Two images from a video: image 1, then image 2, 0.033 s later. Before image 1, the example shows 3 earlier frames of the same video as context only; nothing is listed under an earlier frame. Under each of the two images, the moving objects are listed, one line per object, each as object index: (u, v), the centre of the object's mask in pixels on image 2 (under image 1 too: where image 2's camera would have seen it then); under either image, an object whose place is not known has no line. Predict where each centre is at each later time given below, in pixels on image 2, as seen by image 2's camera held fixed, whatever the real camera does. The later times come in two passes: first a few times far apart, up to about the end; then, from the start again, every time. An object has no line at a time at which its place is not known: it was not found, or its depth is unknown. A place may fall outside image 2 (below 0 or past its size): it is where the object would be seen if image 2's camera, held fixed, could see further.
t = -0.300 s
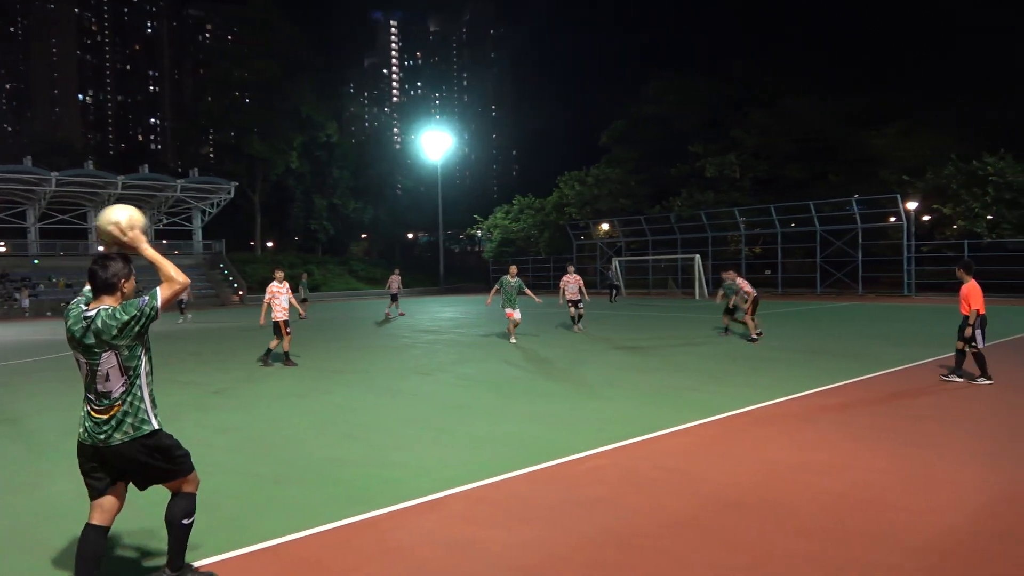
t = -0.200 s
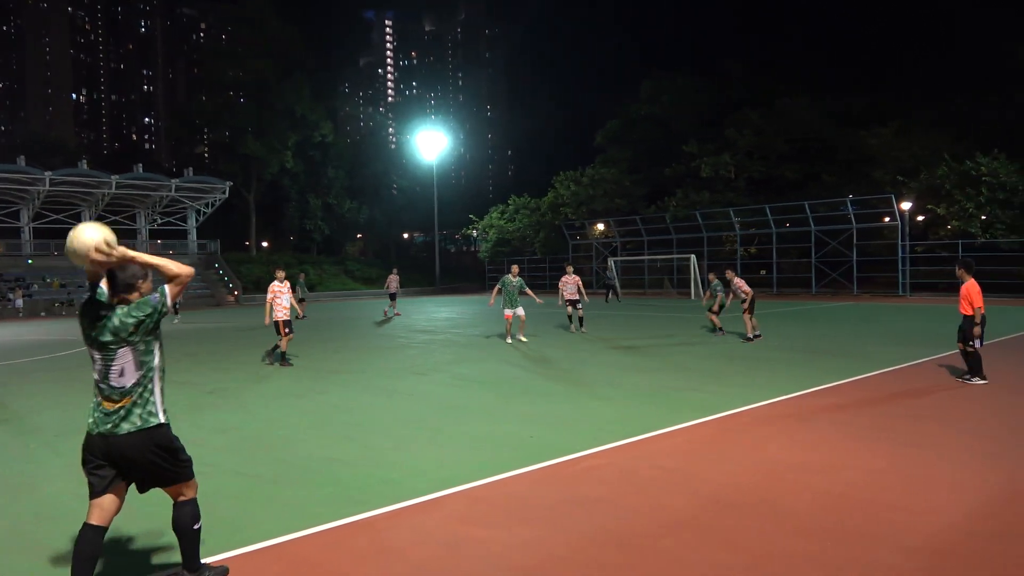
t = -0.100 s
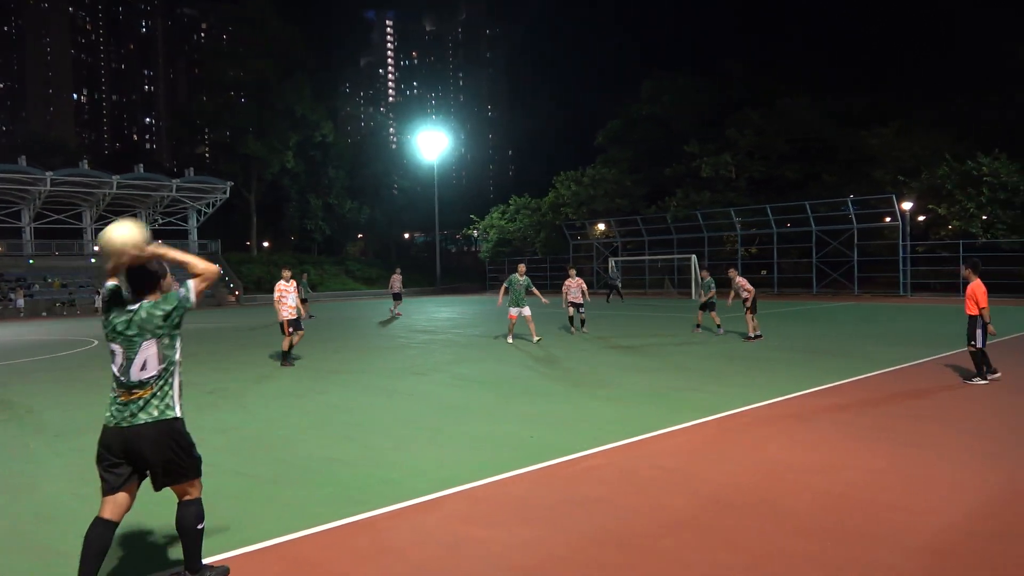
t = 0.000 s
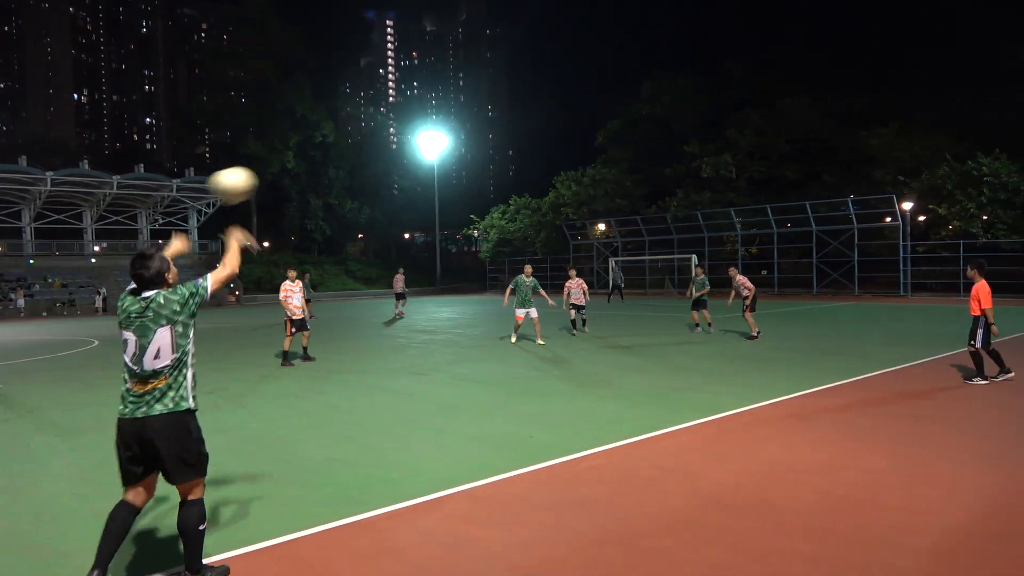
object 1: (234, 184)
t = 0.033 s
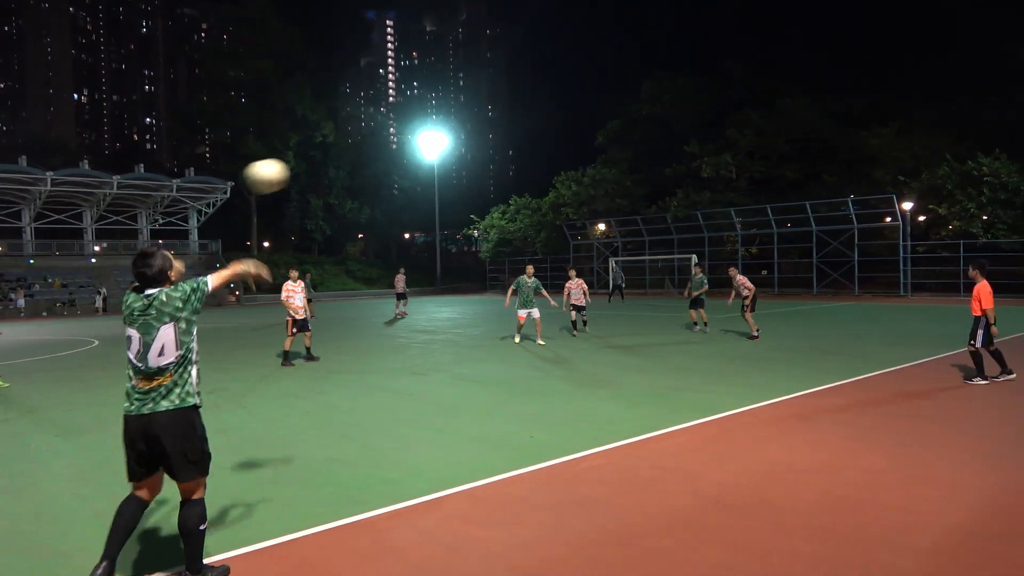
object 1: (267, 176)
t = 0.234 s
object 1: (398, 164)
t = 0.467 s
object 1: (478, 195)
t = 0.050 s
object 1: (282, 173)
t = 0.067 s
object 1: (296, 169)
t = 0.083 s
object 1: (309, 167)
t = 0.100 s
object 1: (321, 165)
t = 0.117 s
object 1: (333, 164)
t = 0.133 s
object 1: (344, 164)
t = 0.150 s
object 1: (354, 163)
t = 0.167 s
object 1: (364, 163)
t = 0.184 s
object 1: (373, 163)
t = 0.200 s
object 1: (382, 163)
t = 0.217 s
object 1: (390, 164)
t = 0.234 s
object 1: (398, 164)
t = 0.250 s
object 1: (406, 165)
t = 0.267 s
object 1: (413, 167)
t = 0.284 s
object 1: (419, 169)
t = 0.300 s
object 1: (426, 171)
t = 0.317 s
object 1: (433, 173)
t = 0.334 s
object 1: (439, 175)
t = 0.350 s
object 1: (445, 177)
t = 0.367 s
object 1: (450, 179)
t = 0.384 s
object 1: (455, 182)
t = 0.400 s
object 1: (460, 185)
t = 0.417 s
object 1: (464, 187)
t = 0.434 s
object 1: (469, 189)
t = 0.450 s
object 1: (473, 192)
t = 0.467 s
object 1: (478, 195)
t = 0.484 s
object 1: (482, 198)
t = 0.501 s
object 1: (486, 201)
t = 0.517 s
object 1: (490, 204)
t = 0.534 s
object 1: (494, 207)
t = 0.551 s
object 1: (497, 211)
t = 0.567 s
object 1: (501, 215)
